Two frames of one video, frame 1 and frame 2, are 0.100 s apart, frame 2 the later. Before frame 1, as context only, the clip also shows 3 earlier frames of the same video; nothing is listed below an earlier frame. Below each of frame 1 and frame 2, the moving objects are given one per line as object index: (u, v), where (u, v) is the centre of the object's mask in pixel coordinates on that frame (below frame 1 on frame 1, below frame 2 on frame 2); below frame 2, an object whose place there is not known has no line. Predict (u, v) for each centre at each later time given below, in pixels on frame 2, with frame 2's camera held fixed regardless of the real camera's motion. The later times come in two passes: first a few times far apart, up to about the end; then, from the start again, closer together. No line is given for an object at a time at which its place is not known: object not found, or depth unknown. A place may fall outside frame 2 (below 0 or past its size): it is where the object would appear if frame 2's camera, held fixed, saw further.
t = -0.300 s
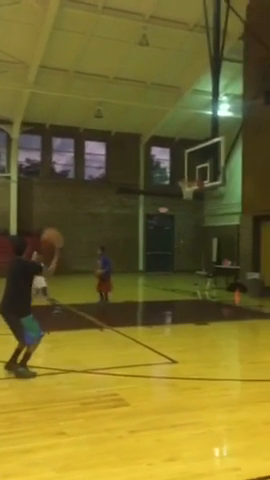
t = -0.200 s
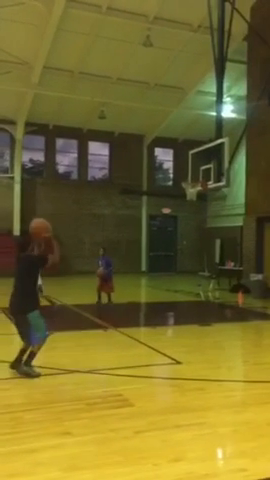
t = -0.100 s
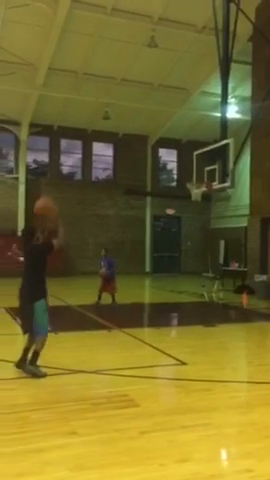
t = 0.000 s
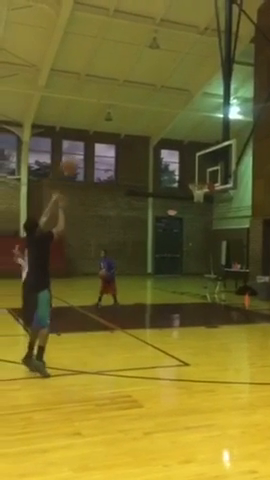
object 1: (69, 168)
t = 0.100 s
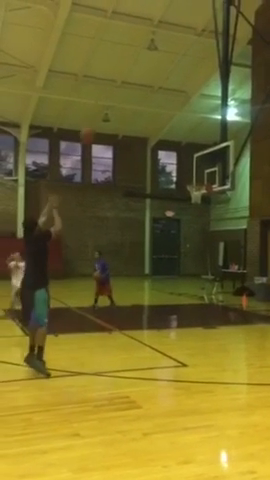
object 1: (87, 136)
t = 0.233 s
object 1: (112, 110)
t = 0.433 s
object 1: (140, 98)
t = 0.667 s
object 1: (164, 111)
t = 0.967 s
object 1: (186, 153)
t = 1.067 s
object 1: (191, 176)
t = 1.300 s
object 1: (198, 196)
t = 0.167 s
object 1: (101, 120)
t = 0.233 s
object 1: (112, 110)
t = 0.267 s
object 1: (118, 106)
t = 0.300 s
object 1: (123, 102)
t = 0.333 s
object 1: (127, 100)
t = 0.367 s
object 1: (132, 98)
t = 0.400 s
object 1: (136, 97)
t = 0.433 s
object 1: (140, 98)
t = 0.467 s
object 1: (144, 97)
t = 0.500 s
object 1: (147, 98)
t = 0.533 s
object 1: (151, 99)
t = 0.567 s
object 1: (155, 101)
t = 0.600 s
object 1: (158, 104)
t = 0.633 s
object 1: (161, 107)
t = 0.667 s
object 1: (164, 111)
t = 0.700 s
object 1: (167, 114)
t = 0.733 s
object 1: (170, 118)
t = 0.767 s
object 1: (173, 123)
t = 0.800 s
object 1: (175, 127)
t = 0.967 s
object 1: (186, 153)
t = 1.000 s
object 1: (187, 161)
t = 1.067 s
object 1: (191, 176)
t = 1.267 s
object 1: (202, 193)
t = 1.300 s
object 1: (198, 196)
